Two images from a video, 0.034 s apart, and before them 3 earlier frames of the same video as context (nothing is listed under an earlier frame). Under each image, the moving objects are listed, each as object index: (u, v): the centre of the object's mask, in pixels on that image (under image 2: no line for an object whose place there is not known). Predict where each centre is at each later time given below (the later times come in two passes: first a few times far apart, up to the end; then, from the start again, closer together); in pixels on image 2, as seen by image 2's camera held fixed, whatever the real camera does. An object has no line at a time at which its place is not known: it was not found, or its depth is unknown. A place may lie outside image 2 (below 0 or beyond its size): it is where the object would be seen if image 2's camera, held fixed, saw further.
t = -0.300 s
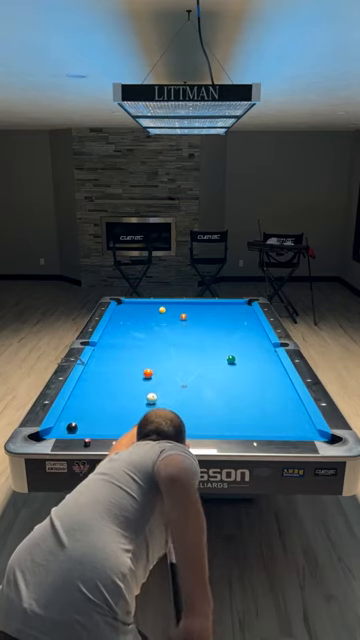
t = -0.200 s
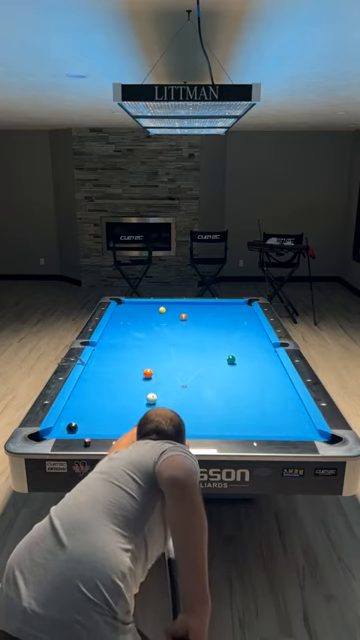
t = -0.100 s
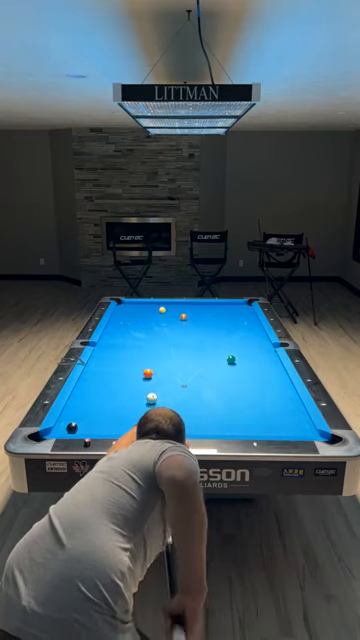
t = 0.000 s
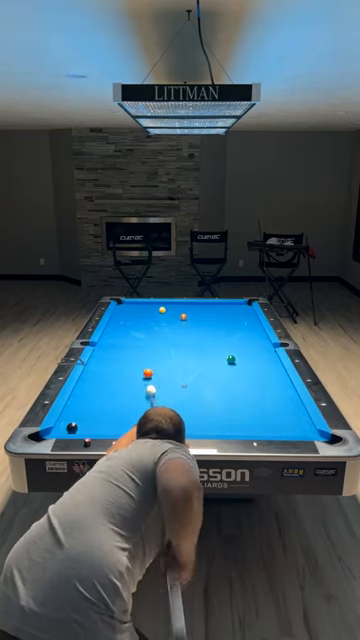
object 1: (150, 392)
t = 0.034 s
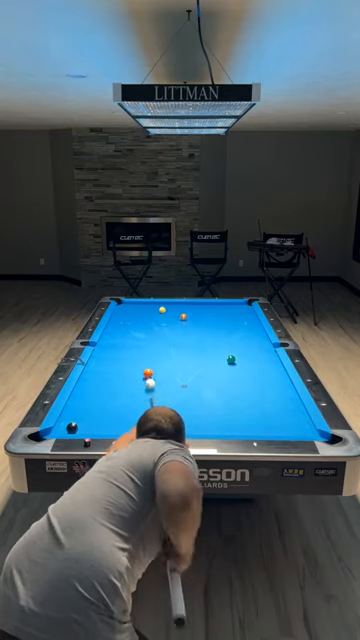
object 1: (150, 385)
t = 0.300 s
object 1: (157, 378)
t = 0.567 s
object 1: (166, 378)
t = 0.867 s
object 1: (174, 379)
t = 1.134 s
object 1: (181, 379)
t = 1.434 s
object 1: (187, 380)
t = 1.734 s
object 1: (192, 380)
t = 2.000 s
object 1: (195, 381)
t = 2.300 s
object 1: (199, 381)
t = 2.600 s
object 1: (200, 381)
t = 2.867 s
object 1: (200, 381)
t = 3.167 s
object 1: (200, 381)
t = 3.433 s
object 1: (200, 381)
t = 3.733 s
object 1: (200, 381)
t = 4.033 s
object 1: (200, 381)
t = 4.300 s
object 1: (200, 381)
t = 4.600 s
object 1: (200, 381)
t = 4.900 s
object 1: (200, 381)
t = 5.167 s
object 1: (200, 381)
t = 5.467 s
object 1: (200, 381)
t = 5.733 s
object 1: (200, 381)
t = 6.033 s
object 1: (200, 381)
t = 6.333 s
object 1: (200, 381)
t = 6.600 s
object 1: (200, 381)
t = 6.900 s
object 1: (200, 381)
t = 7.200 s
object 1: (200, 381)
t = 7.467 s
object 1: (200, 381)
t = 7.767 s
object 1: (200, 381)
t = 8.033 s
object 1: (200, 381)
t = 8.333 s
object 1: (200, 381)
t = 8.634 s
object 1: (200, 381)
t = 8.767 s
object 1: (200, 381)
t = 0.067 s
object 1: (149, 380)
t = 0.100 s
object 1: (150, 378)
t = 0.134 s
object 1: (152, 377)
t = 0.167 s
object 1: (153, 377)
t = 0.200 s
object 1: (154, 377)
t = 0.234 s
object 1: (155, 378)
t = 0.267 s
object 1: (156, 378)
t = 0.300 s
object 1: (157, 378)
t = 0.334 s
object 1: (159, 378)
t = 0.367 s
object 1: (160, 378)
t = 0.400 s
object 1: (161, 378)
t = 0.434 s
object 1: (162, 378)
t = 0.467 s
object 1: (163, 378)
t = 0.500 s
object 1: (164, 378)
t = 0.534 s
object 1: (165, 378)
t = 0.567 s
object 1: (166, 378)
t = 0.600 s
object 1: (167, 378)
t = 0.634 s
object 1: (168, 379)
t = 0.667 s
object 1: (169, 379)
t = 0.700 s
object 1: (170, 379)
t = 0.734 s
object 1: (171, 379)
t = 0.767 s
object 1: (171, 379)
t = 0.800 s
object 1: (173, 379)
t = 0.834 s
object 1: (173, 379)
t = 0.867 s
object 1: (174, 379)
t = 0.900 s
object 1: (175, 379)
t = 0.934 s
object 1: (176, 379)
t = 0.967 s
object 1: (177, 379)
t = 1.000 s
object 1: (178, 379)
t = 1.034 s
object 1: (178, 379)
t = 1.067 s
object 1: (179, 380)
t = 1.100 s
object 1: (180, 380)
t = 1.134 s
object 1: (181, 379)
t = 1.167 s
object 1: (182, 379)
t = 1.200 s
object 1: (182, 379)
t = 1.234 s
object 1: (183, 380)
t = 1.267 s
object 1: (184, 380)
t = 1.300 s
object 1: (184, 380)
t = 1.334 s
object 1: (185, 380)
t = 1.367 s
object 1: (186, 380)
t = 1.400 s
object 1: (186, 380)
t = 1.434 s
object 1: (187, 380)
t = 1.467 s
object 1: (187, 380)
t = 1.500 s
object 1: (188, 380)
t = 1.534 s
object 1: (189, 380)
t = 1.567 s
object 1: (189, 380)
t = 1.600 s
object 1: (190, 380)
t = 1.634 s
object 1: (191, 380)
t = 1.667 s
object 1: (191, 380)
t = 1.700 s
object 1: (192, 380)
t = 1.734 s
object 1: (192, 380)
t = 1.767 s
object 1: (192, 380)
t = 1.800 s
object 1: (193, 381)
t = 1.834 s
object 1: (193, 381)
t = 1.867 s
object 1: (194, 380)
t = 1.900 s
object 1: (194, 380)
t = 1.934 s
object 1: (195, 381)
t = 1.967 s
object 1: (195, 381)
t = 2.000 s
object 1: (195, 381)
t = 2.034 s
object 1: (196, 381)
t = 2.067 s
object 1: (196, 381)
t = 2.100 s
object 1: (197, 381)
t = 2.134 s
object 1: (197, 381)
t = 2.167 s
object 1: (197, 381)
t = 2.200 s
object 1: (197, 381)
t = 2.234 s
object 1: (198, 381)
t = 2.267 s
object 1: (198, 381)
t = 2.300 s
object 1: (199, 381)
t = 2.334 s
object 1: (199, 381)
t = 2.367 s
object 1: (198, 381)
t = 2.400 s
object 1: (199, 381)
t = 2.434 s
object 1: (199, 381)
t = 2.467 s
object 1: (199, 381)
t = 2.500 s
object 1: (199, 381)
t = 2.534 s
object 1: (199, 381)
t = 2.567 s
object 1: (200, 381)
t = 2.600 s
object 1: (200, 381)
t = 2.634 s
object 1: (200, 381)
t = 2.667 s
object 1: (200, 381)
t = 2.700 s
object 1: (200, 381)
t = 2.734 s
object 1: (200, 381)
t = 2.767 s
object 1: (200, 381)
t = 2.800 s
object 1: (200, 381)
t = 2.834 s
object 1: (200, 381)
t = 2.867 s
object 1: (200, 381)
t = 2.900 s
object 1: (200, 381)
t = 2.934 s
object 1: (200, 381)
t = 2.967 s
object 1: (200, 381)
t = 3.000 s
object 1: (200, 381)
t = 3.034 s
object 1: (200, 381)
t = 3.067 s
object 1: (200, 381)
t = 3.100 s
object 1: (200, 381)
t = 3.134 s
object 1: (200, 381)
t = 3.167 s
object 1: (200, 381)
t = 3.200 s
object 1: (200, 381)
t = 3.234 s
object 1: (200, 381)
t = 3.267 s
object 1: (200, 381)
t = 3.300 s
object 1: (200, 381)
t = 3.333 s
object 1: (200, 381)
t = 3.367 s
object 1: (200, 381)
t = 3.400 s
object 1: (200, 381)
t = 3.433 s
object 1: (200, 381)
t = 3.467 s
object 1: (200, 381)
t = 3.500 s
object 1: (200, 381)
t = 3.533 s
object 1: (200, 381)
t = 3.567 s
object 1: (200, 381)
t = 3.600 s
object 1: (200, 381)
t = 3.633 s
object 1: (200, 381)
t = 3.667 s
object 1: (200, 381)
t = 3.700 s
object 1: (200, 381)
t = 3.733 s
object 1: (200, 381)
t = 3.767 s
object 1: (200, 381)
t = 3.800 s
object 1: (200, 381)
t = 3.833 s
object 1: (200, 381)
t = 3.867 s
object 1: (200, 381)
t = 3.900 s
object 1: (200, 381)
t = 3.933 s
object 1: (200, 381)
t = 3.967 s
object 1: (200, 381)
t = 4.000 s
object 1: (200, 381)
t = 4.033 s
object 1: (200, 381)
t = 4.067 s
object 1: (200, 381)
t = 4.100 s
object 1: (200, 381)
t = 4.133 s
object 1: (200, 381)
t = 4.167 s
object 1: (200, 381)
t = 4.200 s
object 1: (200, 381)
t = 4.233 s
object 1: (200, 381)
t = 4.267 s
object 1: (200, 381)
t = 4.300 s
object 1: (200, 381)
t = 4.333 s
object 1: (200, 381)
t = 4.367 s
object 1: (200, 381)
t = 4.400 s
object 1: (200, 381)
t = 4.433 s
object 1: (200, 381)
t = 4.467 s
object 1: (200, 381)
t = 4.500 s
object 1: (200, 381)
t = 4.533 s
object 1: (200, 381)
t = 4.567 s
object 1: (200, 381)
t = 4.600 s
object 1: (200, 381)
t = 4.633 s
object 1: (200, 381)
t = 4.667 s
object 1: (200, 381)
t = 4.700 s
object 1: (200, 381)
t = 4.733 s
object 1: (200, 381)
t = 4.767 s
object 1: (200, 381)
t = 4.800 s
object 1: (200, 381)
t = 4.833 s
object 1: (200, 381)
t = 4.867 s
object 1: (200, 381)
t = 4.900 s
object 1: (200, 381)
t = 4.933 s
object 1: (200, 381)
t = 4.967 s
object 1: (200, 381)
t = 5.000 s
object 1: (200, 381)
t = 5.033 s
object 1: (200, 381)
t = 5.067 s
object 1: (200, 381)
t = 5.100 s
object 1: (200, 381)
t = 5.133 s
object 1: (200, 381)
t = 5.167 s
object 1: (200, 381)
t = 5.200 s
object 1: (200, 381)
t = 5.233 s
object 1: (200, 381)
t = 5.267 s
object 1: (200, 381)
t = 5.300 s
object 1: (200, 381)
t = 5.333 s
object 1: (200, 381)
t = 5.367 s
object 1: (200, 381)
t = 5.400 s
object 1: (200, 381)
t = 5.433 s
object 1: (200, 381)
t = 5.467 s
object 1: (200, 381)
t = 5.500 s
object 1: (200, 381)
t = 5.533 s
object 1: (200, 381)
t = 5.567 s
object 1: (200, 381)
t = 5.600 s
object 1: (200, 381)
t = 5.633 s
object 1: (200, 381)
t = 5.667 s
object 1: (200, 381)
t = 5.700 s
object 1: (200, 381)
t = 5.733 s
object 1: (200, 381)
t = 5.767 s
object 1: (200, 381)
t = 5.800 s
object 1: (200, 381)
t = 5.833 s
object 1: (200, 381)
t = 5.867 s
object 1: (200, 381)
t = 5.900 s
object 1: (200, 381)
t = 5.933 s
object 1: (200, 381)
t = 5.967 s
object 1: (200, 381)
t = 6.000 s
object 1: (200, 381)
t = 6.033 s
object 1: (200, 381)
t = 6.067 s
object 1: (200, 381)
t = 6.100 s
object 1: (200, 381)
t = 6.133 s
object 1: (200, 381)
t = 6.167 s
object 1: (200, 381)
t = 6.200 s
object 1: (200, 381)
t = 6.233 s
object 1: (200, 381)
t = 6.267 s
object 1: (200, 381)
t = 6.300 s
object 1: (200, 381)
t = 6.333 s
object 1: (200, 381)
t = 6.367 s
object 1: (200, 381)
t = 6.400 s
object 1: (200, 381)
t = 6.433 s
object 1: (200, 381)
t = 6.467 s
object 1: (200, 381)
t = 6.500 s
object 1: (200, 381)
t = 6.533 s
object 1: (200, 381)
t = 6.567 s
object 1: (200, 381)
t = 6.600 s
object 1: (200, 381)
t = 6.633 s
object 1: (200, 381)
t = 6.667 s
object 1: (200, 381)
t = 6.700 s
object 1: (200, 381)
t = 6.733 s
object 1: (200, 381)
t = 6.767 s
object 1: (200, 381)
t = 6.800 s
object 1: (200, 381)
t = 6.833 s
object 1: (200, 381)
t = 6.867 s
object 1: (200, 381)
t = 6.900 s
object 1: (200, 381)
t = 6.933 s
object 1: (200, 381)
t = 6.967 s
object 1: (200, 381)
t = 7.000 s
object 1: (200, 381)
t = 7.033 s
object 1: (200, 381)
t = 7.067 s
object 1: (200, 381)
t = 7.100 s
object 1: (200, 381)
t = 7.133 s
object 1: (200, 381)
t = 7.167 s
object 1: (200, 381)
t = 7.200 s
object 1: (200, 381)
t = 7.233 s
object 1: (200, 381)
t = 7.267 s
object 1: (200, 381)
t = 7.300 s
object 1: (200, 381)
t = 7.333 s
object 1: (200, 381)
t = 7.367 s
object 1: (200, 381)
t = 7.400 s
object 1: (200, 381)
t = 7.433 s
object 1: (200, 381)
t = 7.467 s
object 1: (200, 381)
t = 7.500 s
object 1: (200, 381)
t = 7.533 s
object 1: (200, 381)
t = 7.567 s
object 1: (200, 381)
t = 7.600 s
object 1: (200, 381)
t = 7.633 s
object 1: (200, 381)
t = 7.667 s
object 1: (200, 381)
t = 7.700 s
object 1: (200, 381)
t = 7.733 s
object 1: (200, 381)
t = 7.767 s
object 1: (200, 381)
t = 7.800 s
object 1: (200, 381)
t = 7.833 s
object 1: (200, 381)
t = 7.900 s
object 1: (200, 381)
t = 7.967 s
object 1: (200, 381)
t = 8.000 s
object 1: (200, 381)
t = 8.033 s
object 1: (200, 381)
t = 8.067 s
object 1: (200, 381)
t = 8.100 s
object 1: (200, 381)
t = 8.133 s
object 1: (200, 381)
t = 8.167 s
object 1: (200, 381)
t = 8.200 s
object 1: (200, 381)
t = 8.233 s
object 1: (200, 381)
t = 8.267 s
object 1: (200, 381)
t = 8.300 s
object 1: (200, 381)
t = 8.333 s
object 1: (200, 381)
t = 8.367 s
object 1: (200, 381)
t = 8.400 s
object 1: (200, 381)
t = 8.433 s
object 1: (200, 381)
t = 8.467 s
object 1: (200, 381)
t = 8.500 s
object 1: (200, 381)
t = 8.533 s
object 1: (200, 381)
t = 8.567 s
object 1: (200, 381)
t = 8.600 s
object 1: (200, 381)
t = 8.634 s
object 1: (200, 381)
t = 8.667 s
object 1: (200, 381)
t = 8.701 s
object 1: (200, 381)
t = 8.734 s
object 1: (200, 381)
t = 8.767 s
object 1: (200, 381)
